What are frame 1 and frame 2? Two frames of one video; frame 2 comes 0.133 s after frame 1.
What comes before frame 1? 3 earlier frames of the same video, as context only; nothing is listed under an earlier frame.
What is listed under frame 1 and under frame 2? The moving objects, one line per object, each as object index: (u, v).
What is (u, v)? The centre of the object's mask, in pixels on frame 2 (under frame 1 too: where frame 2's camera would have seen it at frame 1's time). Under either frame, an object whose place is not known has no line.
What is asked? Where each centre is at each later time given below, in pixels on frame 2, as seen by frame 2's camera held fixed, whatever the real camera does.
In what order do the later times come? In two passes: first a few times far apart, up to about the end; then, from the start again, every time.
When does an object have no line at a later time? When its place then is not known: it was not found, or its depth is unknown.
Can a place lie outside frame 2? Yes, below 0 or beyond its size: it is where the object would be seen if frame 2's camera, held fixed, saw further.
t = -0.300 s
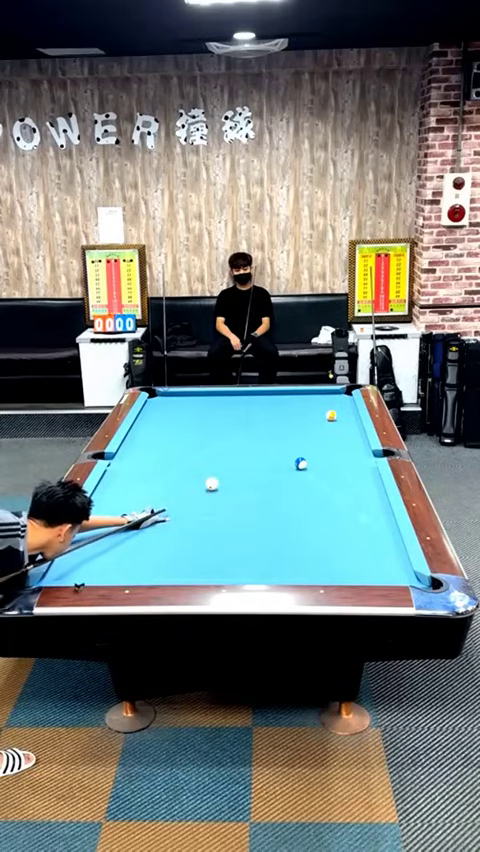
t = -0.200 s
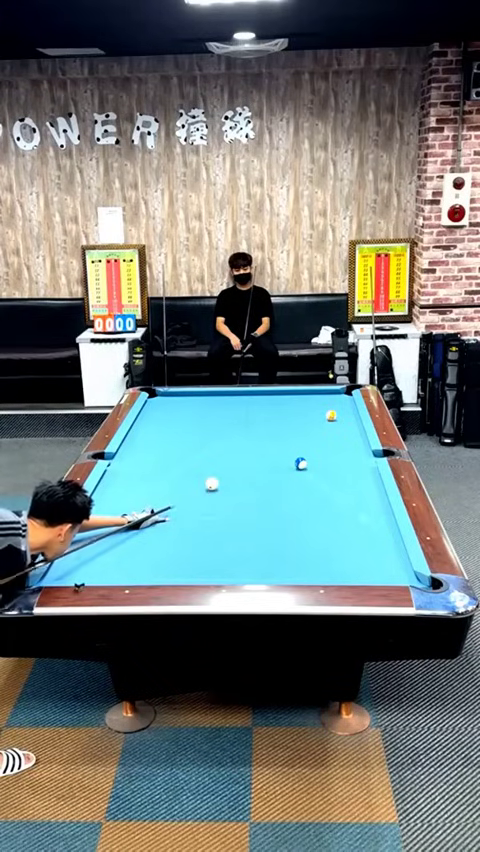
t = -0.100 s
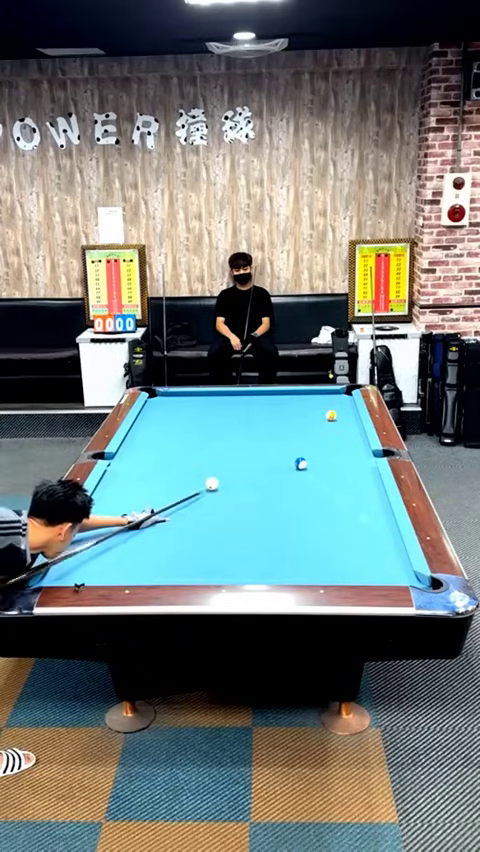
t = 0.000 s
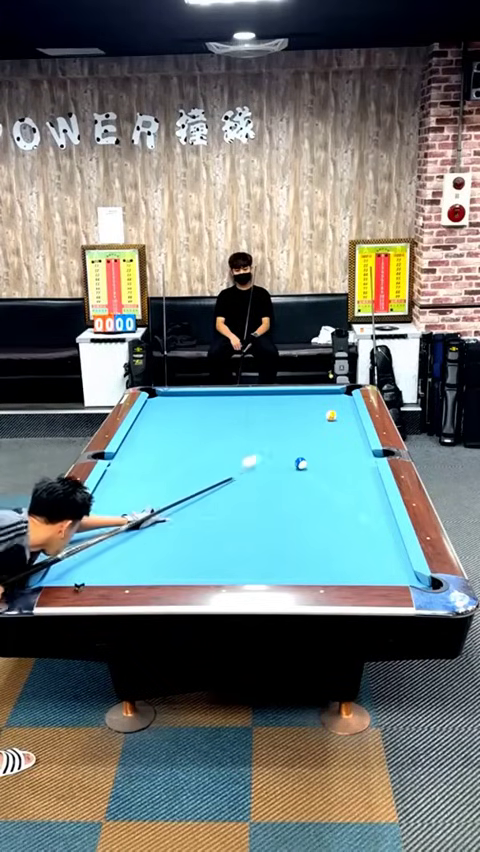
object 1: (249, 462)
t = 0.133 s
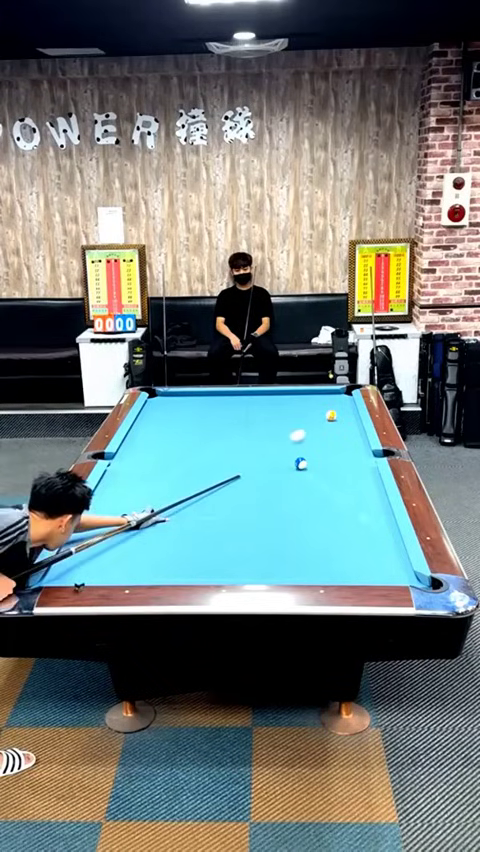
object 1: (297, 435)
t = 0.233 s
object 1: (323, 421)
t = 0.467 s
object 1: (354, 420)
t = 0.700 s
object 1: (345, 424)
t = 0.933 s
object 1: (334, 427)
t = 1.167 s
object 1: (324, 431)
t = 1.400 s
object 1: (314, 435)
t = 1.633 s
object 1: (305, 438)
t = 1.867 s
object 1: (296, 442)
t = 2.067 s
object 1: (288, 445)
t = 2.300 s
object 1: (279, 448)
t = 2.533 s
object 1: (271, 451)
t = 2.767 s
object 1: (263, 454)
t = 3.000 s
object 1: (257, 456)
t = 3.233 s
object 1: (250, 459)
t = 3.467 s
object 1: (243, 461)
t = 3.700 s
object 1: (238, 463)
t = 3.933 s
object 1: (233, 465)
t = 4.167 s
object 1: (229, 467)
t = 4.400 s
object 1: (225, 468)
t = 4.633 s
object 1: (222, 470)
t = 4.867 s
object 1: (220, 471)
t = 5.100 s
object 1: (218, 471)
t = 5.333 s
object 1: (217, 472)
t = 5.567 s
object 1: (217, 472)
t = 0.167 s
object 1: (307, 430)
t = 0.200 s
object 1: (316, 425)
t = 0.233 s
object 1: (323, 421)
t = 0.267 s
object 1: (331, 419)
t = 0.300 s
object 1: (336, 419)
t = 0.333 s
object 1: (340, 418)
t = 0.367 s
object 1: (344, 419)
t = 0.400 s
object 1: (347, 419)
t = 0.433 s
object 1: (351, 420)
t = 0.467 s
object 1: (354, 420)
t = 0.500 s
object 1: (354, 420)
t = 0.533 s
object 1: (353, 421)
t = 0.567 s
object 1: (351, 421)
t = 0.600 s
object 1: (349, 422)
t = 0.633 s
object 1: (348, 422)
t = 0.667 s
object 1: (346, 423)
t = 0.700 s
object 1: (345, 424)
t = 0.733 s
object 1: (343, 424)
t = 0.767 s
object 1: (342, 425)
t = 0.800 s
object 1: (341, 425)
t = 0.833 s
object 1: (339, 426)
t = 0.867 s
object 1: (337, 426)
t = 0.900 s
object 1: (336, 427)
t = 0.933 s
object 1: (334, 427)
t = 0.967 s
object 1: (333, 428)
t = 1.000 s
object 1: (332, 428)
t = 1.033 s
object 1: (330, 429)
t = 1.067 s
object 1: (329, 430)
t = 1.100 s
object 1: (327, 430)
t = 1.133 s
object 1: (326, 431)
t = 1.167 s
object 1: (324, 431)
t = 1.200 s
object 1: (323, 432)
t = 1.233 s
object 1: (321, 432)
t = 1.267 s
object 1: (320, 433)
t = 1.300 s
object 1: (319, 433)
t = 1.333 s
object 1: (317, 434)
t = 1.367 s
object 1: (316, 434)
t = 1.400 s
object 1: (314, 435)
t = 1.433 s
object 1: (313, 435)
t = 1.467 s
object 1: (312, 436)
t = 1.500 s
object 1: (311, 437)
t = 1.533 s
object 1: (309, 437)
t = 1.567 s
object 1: (307, 437)
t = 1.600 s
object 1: (306, 438)
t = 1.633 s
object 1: (305, 438)
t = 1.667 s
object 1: (303, 439)
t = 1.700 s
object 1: (302, 440)
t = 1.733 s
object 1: (301, 440)
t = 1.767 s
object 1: (299, 441)
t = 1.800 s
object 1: (298, 441)
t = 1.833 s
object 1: (297, 442)
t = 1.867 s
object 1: (296, 442)
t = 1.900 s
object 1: (294, 442)
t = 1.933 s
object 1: (293, 443)
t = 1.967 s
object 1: (292, 444)
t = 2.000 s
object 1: (291, 444)
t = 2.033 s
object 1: (289, 445)
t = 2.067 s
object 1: (288, 445)
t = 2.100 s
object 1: (287, 445)
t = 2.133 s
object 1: (286, 446)
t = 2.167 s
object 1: (284, 446)
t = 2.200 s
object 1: (283, 447)
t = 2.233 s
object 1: (282, 447)
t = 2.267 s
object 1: (281, 448)
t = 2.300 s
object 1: (279, 448)
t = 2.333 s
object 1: (279, 448)
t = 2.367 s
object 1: (277, 449)
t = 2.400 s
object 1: (276, 449)
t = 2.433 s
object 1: (275, 450)
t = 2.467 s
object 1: (274, 450)
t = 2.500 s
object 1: (273, 450)
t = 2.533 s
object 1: (271, 451)
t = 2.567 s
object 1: (270, 451)
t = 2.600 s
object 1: (269, 452)
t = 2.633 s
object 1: (268, 452)
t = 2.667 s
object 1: (267, 453)
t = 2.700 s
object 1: (266, 453)
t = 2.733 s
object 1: (265, 454)
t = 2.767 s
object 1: (263, 454)
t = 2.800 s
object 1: (262, 454)
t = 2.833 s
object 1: (262, 455)
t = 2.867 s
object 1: (260, 455)
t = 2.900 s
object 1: (259, 456)
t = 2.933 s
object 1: (258, 456)
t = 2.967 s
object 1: (257, 456)
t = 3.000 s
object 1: (257, 456)
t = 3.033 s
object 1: (255, 457)
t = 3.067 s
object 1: (254, 457)
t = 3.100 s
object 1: (253, 457)
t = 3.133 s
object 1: (252, 458)
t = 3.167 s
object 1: (251, 458)
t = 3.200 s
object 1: (250, 458)
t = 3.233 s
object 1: (250, 459)
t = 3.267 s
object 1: (249, 459)
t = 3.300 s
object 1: (248, 460)
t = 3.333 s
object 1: (247, 460)
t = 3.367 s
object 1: (246, 460)
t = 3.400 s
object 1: (245, 460)
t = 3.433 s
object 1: (244, 461)
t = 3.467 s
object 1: (243, 461)
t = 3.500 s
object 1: (243, 462)
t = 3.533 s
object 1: (242, 462)
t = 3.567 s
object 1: (241, 462)
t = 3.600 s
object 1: (240, 462)
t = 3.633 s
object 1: (240, 463)
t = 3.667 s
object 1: (239, 463)
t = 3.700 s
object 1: (238, 463)
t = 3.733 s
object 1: (237, 464)
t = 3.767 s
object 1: (237, 464)
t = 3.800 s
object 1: (236, 464)
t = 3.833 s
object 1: (235, 464)
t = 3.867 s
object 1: (234, 465)
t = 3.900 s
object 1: (234, 465)
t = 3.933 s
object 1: (233, 465)
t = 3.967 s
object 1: (232, 465)
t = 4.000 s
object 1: (232, 466)
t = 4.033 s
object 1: (231, 466)
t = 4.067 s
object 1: (231, 466)
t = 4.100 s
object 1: (230, 466)
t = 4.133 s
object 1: (229, 467)
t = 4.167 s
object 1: (229, 467)
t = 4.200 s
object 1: (228, 467)
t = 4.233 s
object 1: (228, 467)
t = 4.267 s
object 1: (227, 467)
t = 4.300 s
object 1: (226, 468)
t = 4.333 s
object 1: (226, 468)
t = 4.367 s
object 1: (226, 468)
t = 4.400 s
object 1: (225, 468)
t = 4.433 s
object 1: (225, 468)
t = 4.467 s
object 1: (224, 469)
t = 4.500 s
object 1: (224, 469)
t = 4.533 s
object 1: (223, 469)
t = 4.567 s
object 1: (223, 469)
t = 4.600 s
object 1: (222, 470)
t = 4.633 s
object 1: (222, 470)
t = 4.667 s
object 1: (222, 470)
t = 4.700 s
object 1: (221, 470)
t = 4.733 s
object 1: (221, 470)
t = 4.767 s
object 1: (221, 470)
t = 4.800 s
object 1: (221, 470)
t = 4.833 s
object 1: (220, 470)
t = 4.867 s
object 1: (220, 471)
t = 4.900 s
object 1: (220, 471)
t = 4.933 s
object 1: (219, 471)
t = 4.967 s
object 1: (219, 471)
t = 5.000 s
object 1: (219, 471)
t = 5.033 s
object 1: (219, 471)
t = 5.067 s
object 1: (219, 471)
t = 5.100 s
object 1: (218, 471)
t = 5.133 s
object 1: (218, 471)
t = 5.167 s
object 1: (218, 471)
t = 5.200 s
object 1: (218, 471)
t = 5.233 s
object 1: (218, 471)
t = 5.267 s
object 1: (217, 472)
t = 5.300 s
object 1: (217, 472)
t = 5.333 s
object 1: (217, 472)
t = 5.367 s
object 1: (217, 472)
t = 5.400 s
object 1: (217, 472)
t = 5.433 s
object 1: (217, 472)
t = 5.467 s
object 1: (217, 472)
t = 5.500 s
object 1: (217, 472)
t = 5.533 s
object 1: (217, 472)
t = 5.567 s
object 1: (217, 472)
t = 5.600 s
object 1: (217, 472)
